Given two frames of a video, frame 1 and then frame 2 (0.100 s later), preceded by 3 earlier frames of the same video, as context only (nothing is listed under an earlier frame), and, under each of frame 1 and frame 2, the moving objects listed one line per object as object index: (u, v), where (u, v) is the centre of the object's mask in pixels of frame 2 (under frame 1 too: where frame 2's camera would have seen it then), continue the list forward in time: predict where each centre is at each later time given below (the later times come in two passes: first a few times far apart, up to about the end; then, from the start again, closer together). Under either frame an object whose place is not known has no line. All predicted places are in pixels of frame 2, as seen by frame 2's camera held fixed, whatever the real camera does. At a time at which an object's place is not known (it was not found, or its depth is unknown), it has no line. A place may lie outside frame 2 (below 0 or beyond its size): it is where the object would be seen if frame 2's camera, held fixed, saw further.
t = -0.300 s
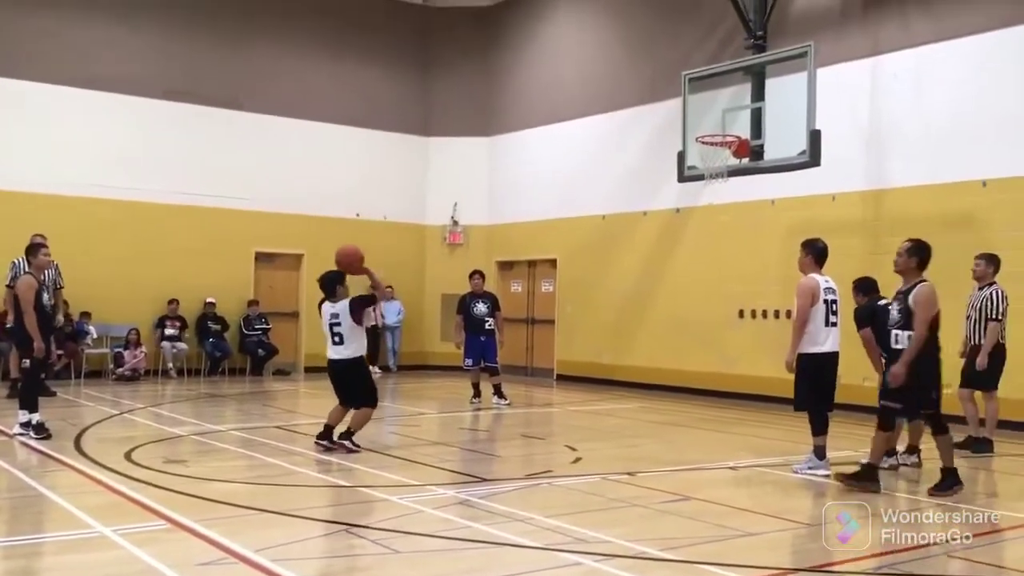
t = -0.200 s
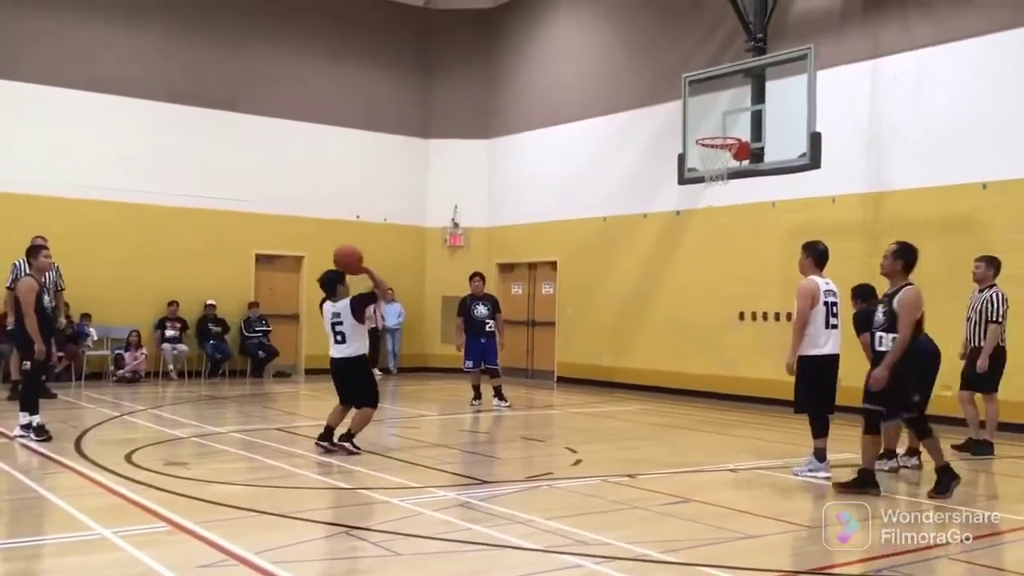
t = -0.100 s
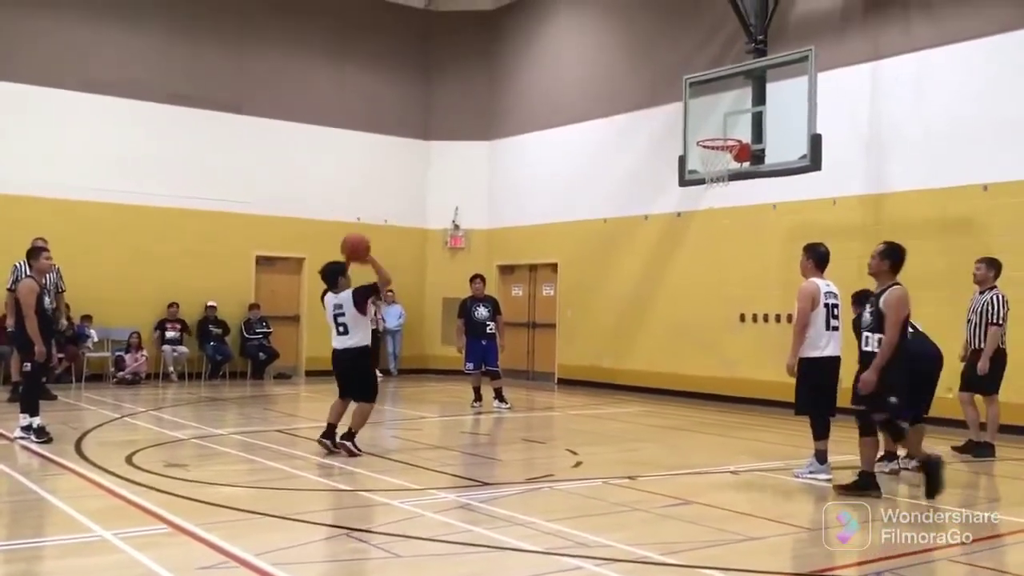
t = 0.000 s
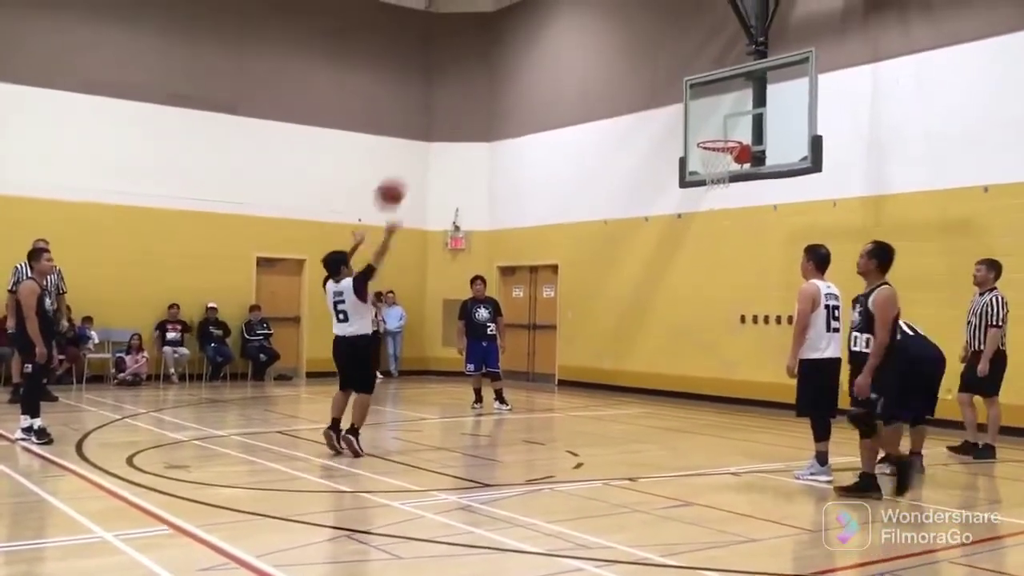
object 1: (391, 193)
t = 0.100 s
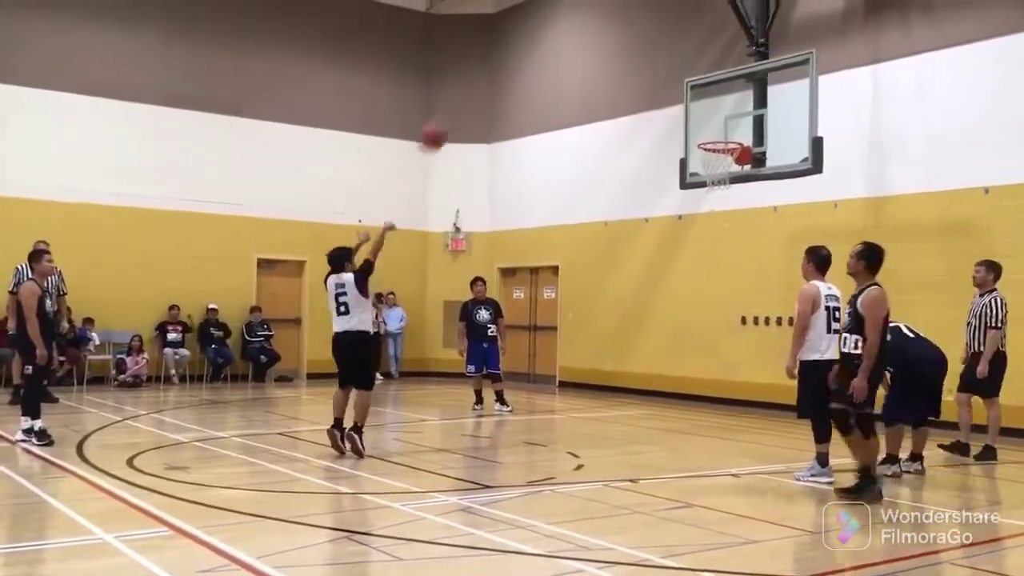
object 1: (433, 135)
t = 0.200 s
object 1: (472, 91)
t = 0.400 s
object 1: (542, 45)
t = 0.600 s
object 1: (603, 41)
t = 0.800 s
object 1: (659, 75)
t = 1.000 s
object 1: (705, 132)
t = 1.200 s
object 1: (732, 127)
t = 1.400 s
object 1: (722, 135)
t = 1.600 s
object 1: (717, 172)
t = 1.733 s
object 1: (720, 212)
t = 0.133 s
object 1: (447, 118)
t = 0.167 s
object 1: (460, 104)
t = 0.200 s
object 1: (472, 91)
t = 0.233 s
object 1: (484, 80)
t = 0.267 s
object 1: (497, 70)
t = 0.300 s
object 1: (509, 62)
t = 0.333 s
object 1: (521, 55)
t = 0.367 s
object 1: (531, 50)
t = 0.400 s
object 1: (542, 45)
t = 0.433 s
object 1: (553, 41)
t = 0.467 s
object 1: (563, 39)
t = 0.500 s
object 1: (574, 38)
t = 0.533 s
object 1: (584, 38)
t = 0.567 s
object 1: (594, 39)
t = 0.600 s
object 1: (603, 41)
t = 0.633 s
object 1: (614, 44)
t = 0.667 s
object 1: (624, 49)
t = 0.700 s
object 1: (632, 54)
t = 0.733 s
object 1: (641, 60)
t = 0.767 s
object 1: (651, 68)
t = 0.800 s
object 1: (659, 75)
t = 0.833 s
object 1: (667, 84)
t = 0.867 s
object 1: (674, 94)
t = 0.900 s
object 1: (682, 105)
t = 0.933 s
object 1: (691, 116)
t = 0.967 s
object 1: (700, 129)
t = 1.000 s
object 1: (705, 132)
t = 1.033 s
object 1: (709, 129)
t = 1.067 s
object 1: (714, 127)
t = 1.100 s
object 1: (719, 125)
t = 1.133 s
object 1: (723, 125)
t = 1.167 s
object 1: (728, 126)
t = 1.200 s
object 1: (732, 127)
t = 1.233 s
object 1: (736, 129)
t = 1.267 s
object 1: (734, 129)
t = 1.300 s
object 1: (731, 129)
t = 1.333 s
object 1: (728, 130)
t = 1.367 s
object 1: (725, 131)
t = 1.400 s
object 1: (722, 135)
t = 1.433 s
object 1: (719, 137)
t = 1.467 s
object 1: (716, 144)
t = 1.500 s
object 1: (714, 151)
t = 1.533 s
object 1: (715, 156)
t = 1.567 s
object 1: (716, 163)
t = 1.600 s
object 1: (717, 172)
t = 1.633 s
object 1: (717, 180)
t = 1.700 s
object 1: (719, 200)
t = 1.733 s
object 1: (720, 212)
